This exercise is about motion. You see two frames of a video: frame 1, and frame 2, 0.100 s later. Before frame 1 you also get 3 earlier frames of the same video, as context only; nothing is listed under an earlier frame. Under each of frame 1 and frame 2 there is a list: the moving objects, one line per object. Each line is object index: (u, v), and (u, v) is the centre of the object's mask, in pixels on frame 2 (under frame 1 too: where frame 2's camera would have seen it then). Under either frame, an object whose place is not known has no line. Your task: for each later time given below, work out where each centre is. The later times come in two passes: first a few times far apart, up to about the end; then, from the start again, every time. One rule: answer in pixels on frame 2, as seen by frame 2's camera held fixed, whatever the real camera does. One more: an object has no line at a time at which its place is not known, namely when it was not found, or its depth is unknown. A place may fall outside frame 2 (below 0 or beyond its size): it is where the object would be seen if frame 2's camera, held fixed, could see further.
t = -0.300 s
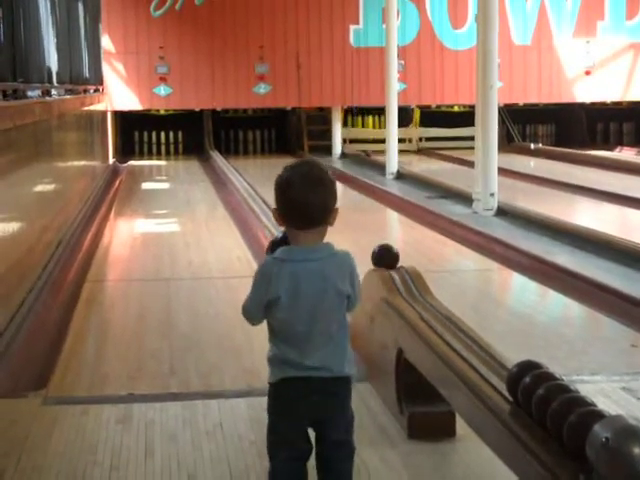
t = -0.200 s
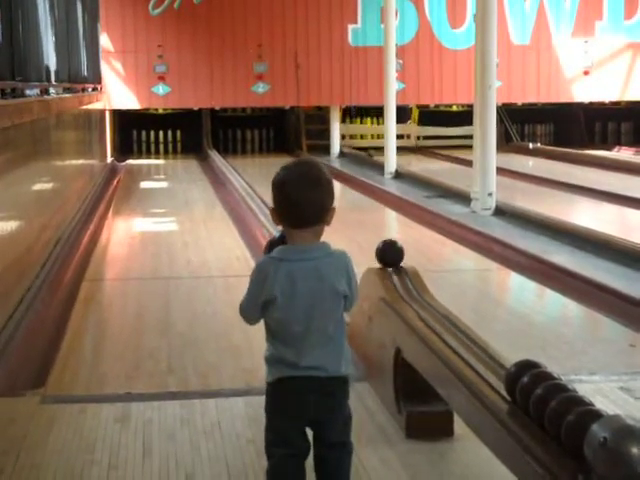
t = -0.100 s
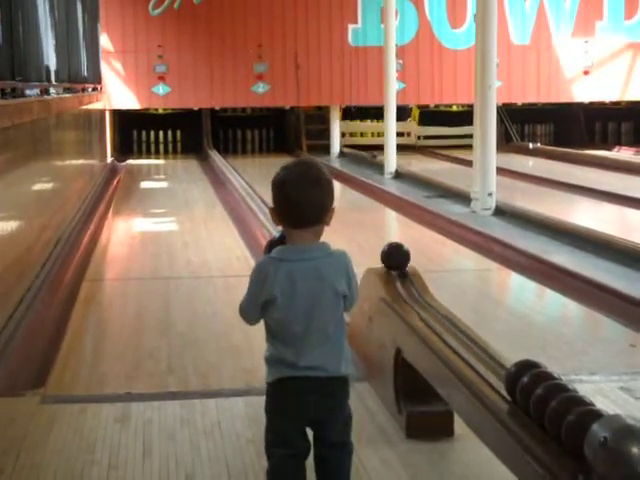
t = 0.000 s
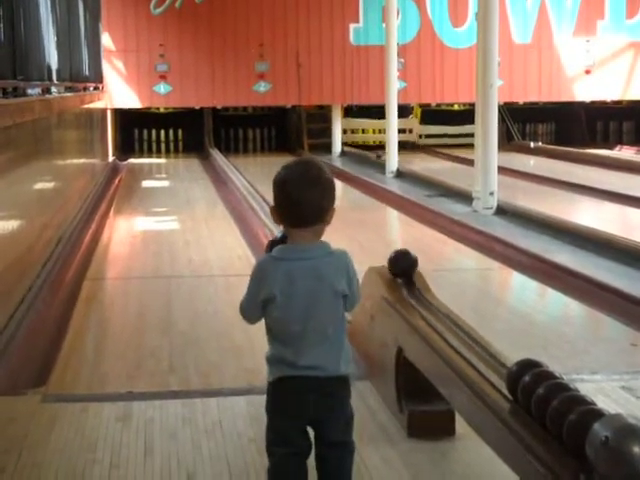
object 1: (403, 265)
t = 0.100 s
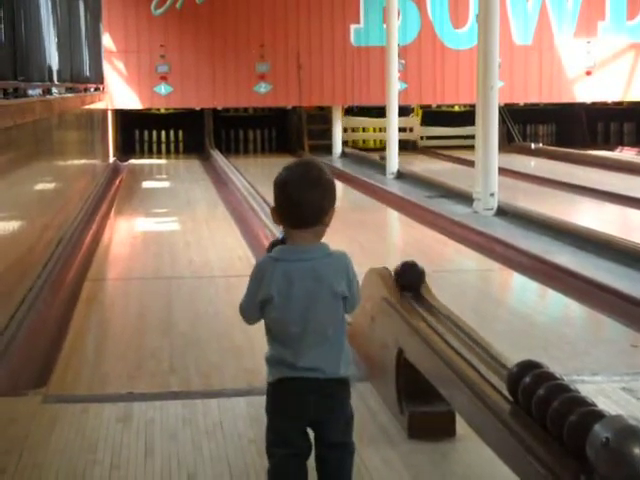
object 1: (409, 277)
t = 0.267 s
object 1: (422, 290)
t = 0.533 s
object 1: (444, 308)
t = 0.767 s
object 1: (466, 328)
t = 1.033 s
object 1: (496, 353)
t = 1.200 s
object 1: (507, 365)
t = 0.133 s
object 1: (411, 280)
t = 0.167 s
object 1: (414, 283)
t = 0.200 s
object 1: (417, 285)
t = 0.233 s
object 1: (420, 288)
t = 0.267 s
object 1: (422, 290)
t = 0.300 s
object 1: (425, 292)
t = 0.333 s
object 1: (427, 295)
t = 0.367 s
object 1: (429, 296)
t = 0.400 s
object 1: (432, 299)
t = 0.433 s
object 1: (435, 301)
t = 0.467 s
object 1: (437, 304)
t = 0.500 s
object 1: (441, 306)
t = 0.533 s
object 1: (444, 308)
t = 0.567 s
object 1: (447, 311)
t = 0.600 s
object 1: (450, 313)
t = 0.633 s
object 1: (454, 316)
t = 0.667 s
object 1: (457, 320)
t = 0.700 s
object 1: (459, 322)
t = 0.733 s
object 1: (462, 325)
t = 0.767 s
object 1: (466, 328)
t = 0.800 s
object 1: (470, 330)
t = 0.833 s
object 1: (474, 334)
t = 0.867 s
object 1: (476, 337)
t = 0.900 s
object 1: (479, 339)
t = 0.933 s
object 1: (483, 342)
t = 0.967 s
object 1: (488, 346)
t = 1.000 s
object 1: (492, 350)
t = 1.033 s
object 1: (496, 353)
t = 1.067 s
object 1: (499, 355)
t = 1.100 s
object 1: (501, 358)
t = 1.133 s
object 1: (504, 360)
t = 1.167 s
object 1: (506, 362)
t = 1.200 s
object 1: (507, 365)
